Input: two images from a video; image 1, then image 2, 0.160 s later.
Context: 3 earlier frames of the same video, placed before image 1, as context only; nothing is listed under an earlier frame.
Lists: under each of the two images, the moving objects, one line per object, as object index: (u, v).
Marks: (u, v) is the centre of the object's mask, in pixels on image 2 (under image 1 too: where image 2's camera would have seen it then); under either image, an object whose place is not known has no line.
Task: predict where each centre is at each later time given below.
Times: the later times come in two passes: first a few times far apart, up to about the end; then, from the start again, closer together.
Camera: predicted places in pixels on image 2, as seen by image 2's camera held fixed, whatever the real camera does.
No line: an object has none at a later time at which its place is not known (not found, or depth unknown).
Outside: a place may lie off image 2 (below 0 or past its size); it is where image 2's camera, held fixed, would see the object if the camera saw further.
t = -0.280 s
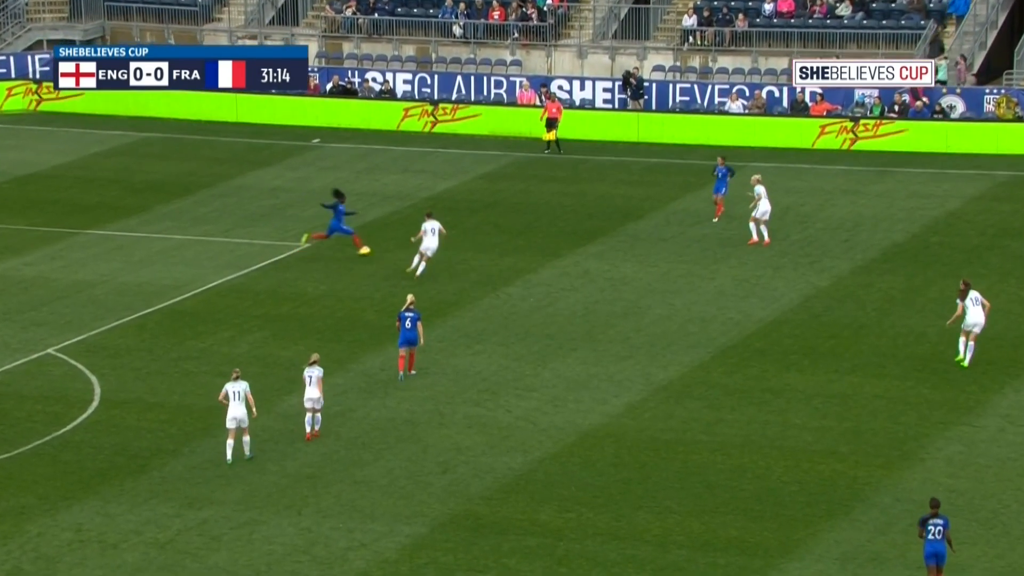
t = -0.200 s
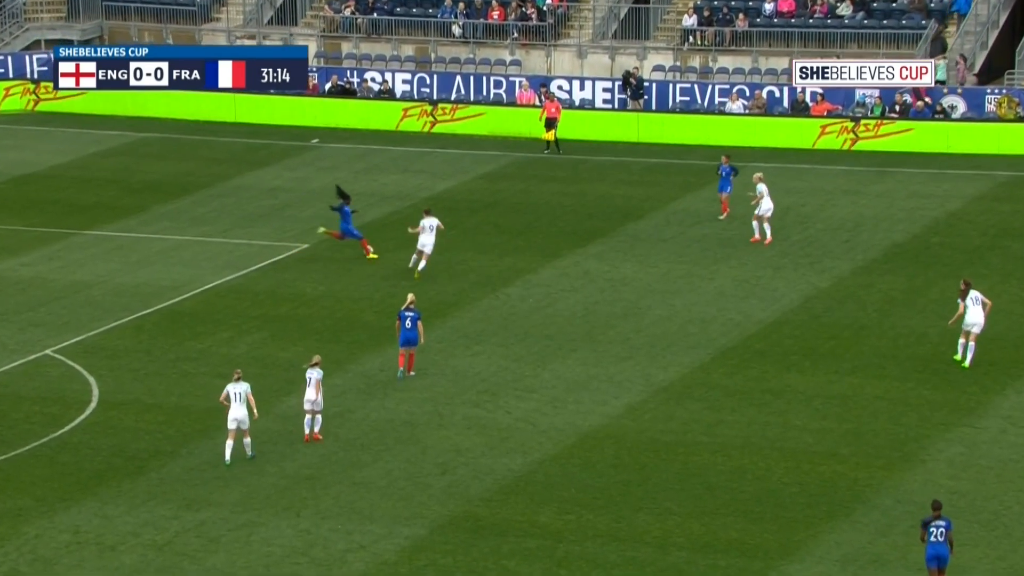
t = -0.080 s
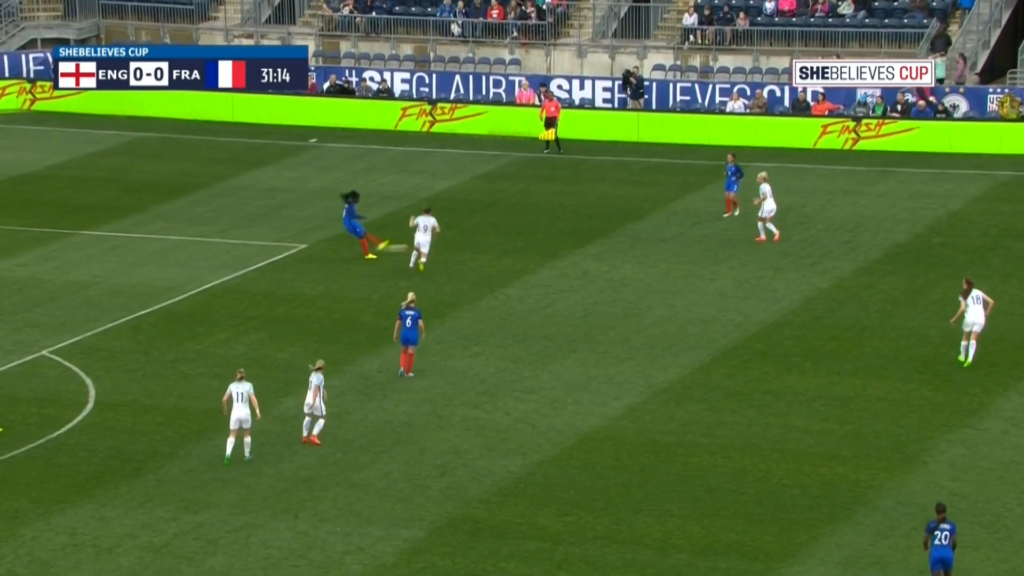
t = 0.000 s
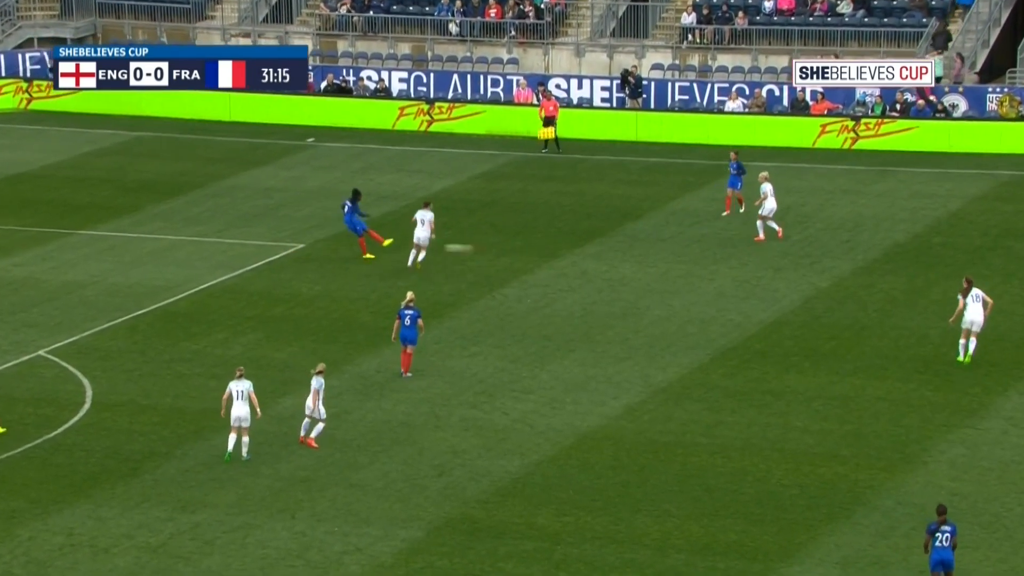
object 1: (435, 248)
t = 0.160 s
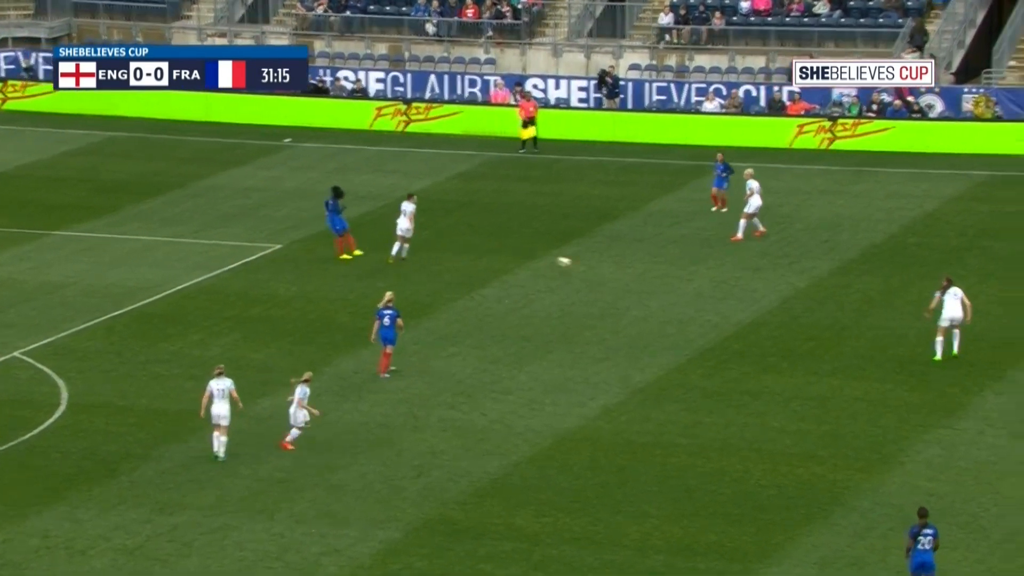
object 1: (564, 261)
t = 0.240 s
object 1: (626, 273)
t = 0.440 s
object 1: (767, 295)
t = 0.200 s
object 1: (595, 267)
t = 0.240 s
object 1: (626, 273)
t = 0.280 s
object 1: (656, 281)
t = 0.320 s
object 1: (686, 289)
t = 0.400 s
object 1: (740, 292)
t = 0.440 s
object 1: (767, 295)
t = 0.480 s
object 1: (794, 298)
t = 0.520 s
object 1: (820, 303)
